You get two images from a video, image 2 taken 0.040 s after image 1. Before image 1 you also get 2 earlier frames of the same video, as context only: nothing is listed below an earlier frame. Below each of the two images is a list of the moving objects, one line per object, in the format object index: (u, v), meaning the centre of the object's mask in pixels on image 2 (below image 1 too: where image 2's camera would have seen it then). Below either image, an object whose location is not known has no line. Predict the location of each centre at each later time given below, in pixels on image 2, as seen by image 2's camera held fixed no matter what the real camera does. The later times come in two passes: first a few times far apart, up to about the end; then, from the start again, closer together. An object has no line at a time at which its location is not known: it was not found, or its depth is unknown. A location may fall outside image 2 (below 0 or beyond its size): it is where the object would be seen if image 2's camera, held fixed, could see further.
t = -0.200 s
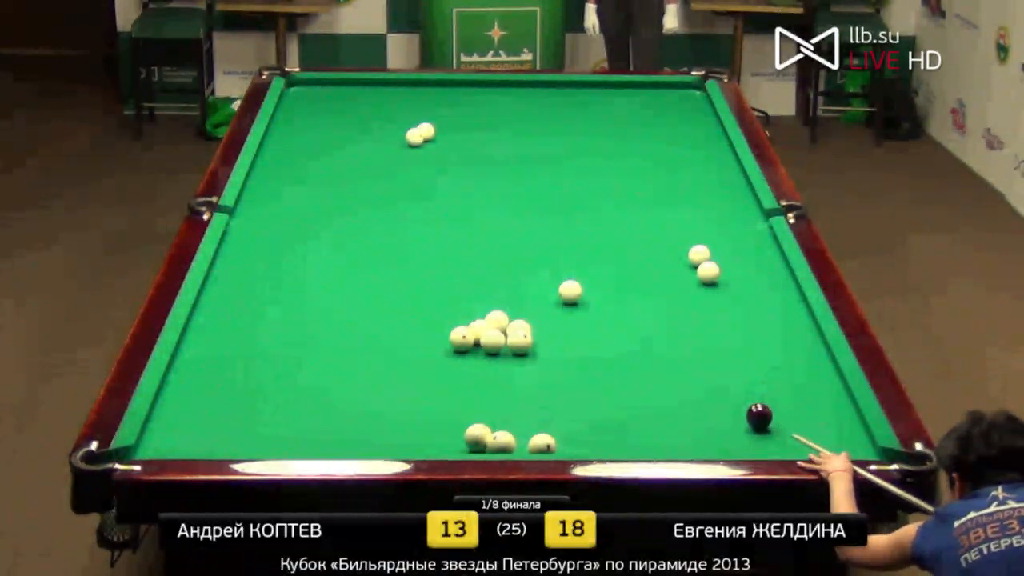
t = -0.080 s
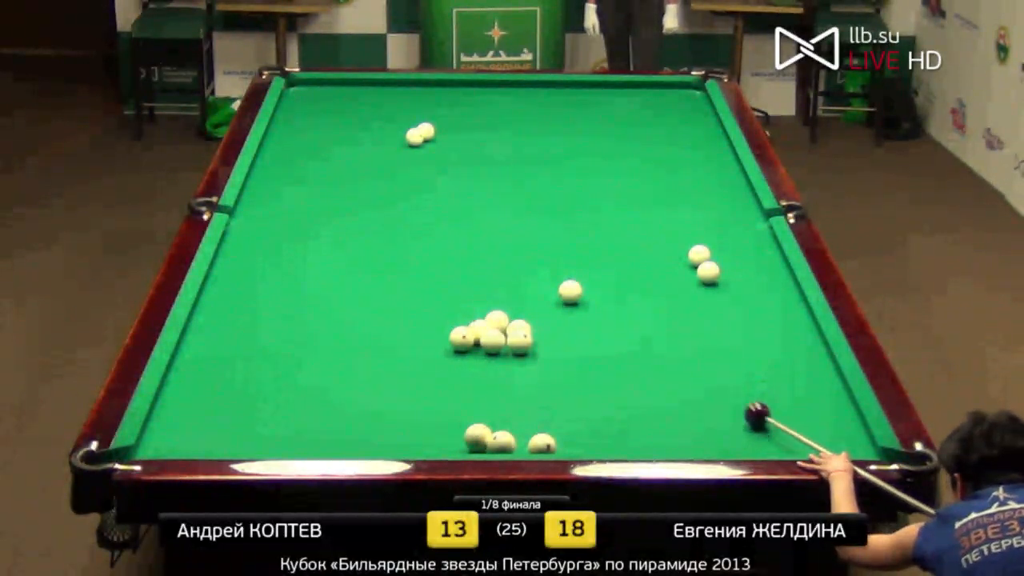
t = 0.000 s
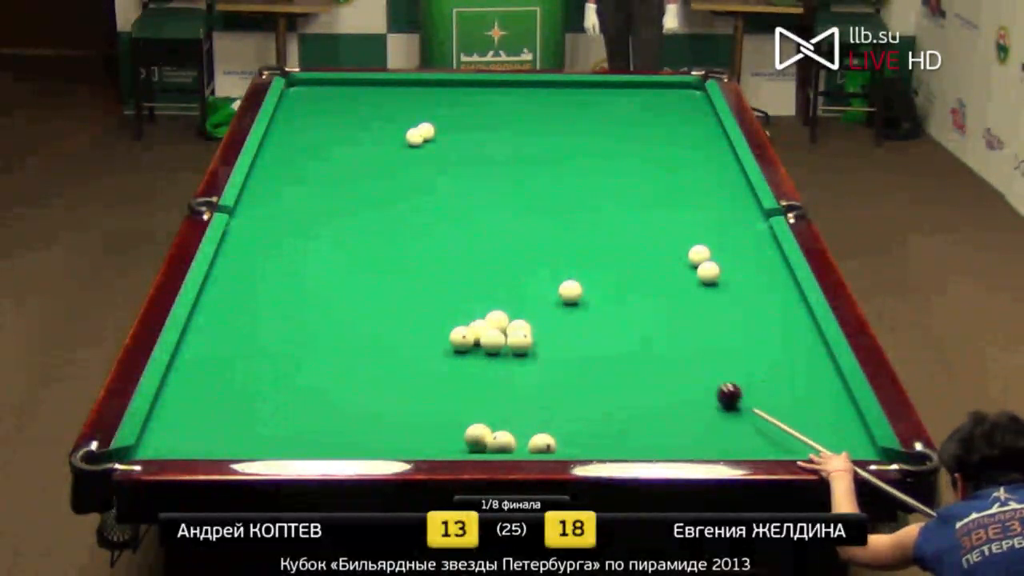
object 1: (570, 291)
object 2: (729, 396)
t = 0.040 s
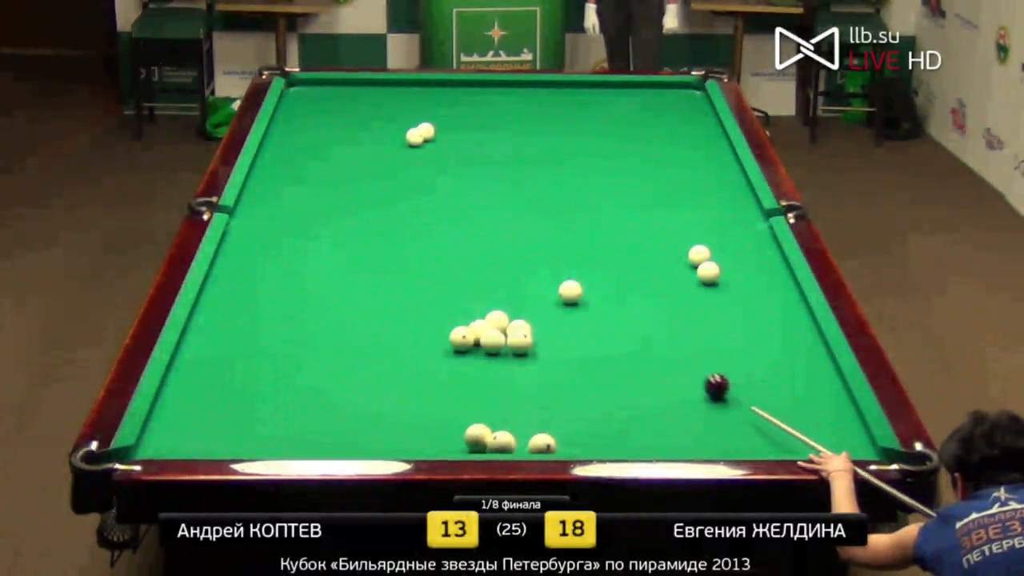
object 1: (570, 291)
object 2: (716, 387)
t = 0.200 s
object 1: (570, 291)
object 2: (674, 357)
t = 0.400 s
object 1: (570, 291)
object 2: (627, 324)
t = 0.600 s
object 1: (563, 290)
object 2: (592, 296)
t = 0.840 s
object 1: (512, 277)
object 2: (603, 277)
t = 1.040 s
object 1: (476, 268)
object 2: (608, 262)
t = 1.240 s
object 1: (442, 259)
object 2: (614, 247)
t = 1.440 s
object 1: (409, 251)
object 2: (619, 235)
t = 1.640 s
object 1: (377, 243)
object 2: (623, 222)
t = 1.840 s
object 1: (347, 235)
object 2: (628, 210)
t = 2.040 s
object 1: (318, 229)
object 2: (632, 199)
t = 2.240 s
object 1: (290, 222)
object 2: (636, 189)
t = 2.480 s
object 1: (258, 214)
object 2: (640, 178)
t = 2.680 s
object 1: (246, 210)
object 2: (643, 169)
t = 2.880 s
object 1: (263, 210)
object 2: (647, 160)
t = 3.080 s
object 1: (278, 210)
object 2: (650, 152)
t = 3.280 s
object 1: (292, 210)
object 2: (652, 145)
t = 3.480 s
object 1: (305, 211)
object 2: (655, 138)
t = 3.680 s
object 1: (318, 211)
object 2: (658, 131)
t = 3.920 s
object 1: (332, 211)
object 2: (660, 123)
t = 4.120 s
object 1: (343, 211)
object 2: (662, 117)
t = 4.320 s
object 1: (353, 212)
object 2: (664, 112)
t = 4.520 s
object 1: (363, 212)
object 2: (665, 106)
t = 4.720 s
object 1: (372, 212)
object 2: (666, 101)
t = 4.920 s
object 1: (380, 212)
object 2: (667, 97)
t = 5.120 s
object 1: (387, 212)
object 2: (668, 92)
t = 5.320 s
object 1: (393, 212)
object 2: (669, 88)
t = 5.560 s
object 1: (399, 212)
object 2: (670, 85)
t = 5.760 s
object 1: (403, 212)
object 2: (673, 87)
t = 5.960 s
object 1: (406, 212)
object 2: (675, 89)
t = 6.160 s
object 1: (408, 212)
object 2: (677, 92)
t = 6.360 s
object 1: (410, 212)
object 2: (679, 93)
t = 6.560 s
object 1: (411, 212)
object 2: (680, 95)
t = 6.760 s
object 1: (411, 212)
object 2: (681, 96)
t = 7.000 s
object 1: (411, 212)
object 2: (682, 98)
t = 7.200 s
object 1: (411, 212)
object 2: (683, 99)
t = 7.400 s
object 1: (411, 212)
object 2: (684, 100)
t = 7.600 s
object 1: (411, 212)
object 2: (684, 101)
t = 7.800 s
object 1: (411, 211)
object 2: (684, 102)
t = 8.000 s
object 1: (411, 212)
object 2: (684, 102)
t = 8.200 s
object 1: (411, 211)
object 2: (685, 102)
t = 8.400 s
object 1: (411, 211)
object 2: (685, 103)
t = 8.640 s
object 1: (411, 212)
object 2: (685, 103)
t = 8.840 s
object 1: (411, 212)
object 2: (685, 103)
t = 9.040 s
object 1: (411, 212)
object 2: (685, 103)
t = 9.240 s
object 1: (411, 212)
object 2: (685, 103)
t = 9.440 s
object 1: (411, 212)
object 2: (685, 103)
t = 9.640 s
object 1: (411, 212)
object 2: (685, 103)
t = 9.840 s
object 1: (411, 212)
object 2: (685, 103)
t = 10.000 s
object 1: (411, 212)
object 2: (685, 103)
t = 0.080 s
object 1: (570, 292)
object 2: (705, 379)
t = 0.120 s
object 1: (570, 291)
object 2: (694, 371)
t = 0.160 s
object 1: (570, 291)
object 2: (684, 364)
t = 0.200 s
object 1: (570, 291)
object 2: (674, 357)
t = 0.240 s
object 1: (570, 291)
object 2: (665, 350)
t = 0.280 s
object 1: (570, 291)
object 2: (655, 343)
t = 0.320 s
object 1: (570, 291)
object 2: (646, 337)
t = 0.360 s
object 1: (570, 291)
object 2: (637, 330)
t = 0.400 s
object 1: (570, 291)
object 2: (627, 324)
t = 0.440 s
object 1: (570, 291)
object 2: (619, 318)
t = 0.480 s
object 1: (570, 291)
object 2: (610, 312)
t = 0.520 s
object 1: (570, 291)
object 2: (602, 306)
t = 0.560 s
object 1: (570, 291)
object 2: (593, 300)
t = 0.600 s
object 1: (563, 290)
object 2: (592, 296)
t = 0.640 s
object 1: (553, 287)
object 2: (595, 293)
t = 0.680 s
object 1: (543, 285)
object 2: (598, 290)
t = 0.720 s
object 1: (535, 282)
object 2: (599, 286)
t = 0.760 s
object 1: (527, 281)
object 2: (600, 283)
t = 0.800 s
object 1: (520, 279)
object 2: (602, 280)
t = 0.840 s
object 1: (512, 277)
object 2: (603, 277)
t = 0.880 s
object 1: (505, 275)
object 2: (604, 274)
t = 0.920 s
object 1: (497, 273)
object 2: (605, 271)
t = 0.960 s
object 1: (490, 271)
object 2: (606, 268)
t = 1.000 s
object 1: (483, 270)
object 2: (607, 265)
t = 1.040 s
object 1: (476, 268)
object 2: (608, 262)
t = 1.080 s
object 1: (469, 266)
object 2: (610, 259)
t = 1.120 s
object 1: (462, 264)
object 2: (611, 256)
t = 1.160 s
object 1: (455, 263)
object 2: (612, 253)
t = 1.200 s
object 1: (448, 261)
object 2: (613, 250)
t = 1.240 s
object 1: (442, 259)
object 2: (614, 247)
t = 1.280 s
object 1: (435, 257)
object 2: (615, 245)
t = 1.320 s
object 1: (428, 256)
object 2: (616, 242)
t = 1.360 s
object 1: (421, 254)
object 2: (617, 240)
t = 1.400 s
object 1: (415, 253)
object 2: (618, 237)
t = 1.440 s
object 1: (409, 251)
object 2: (619, 235)
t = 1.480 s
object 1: (402, 250)
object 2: (620, 232)
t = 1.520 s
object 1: (396, 248)
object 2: (620, 229)
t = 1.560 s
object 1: (390, 246)
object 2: (622, 227)
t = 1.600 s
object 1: (383, 245)
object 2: (623, 225)
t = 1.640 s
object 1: (377, 243)
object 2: (623, 222)
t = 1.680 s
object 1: (371, 242)
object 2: (624, 220)
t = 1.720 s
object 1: (365, 240)
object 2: (625, 217)
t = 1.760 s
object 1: (359, 239)
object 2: (626, 215)
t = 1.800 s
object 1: (353, 237)
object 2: (627, 213)
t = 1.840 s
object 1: (347, 235)
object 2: (628, 210)
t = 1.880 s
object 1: (341, 234)
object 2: (629, 208)
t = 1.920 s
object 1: (335, 233)
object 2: (630, 206)
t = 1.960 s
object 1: (329, 231)
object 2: (630, 204)
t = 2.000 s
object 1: (323, 230)
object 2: (631, 202)
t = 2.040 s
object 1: (318, 229)
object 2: (632, 199)
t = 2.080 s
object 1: (312, 226)
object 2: (633, 198)
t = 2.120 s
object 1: (306, 226)
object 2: (634, 196)
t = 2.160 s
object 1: (301, 224)
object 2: (634, 194)
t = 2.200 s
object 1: (295, 223)
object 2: (635, 191)
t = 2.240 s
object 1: (290, 222)
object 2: (636, 189)
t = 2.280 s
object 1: (285, 220)
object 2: (637, 187)
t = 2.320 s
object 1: (279, 219)
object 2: (637, 185)
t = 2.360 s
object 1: (274, 218)
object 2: (638, 184)
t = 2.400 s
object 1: (269, 216)
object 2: (639, 182)
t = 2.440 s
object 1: (263, 215)
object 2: (640, 180)
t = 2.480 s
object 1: (258, 214)
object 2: (640, 178)
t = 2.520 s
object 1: (253, 212)
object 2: (641, 176)
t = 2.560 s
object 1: (248, 211)
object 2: (641, 174)
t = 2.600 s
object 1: (243, 210)
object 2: (642, 172)
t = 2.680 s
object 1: (246, 210)
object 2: (643, 169)
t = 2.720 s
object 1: (250, 209)
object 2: (644, 167)
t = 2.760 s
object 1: (253, 210)
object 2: (645, 165)
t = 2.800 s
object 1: (257, 210)
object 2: (646, 164)
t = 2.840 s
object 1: (260, 210)
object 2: (646, 162)
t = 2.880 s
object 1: (263, 210)
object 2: (647, 160)
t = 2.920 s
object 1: (266, 210)
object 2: (647, 159)
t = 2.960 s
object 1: (269, 210)
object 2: (648, 157)
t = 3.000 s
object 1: (272, 210)
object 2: (649, 156)
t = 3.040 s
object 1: (275, 210)
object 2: (649, 154)
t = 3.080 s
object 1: (278, 210)
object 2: (650, 152)
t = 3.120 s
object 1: (281, 210)
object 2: (650, 151)
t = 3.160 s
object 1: (283, 210)
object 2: (651, 149)
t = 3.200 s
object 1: (286, 210)
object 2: (652, 148)
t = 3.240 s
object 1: (289, 210)
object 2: (652, 146)
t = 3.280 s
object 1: (292, 210)
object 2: (652, 145)
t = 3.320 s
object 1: (295, 211)
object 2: (653, 143)
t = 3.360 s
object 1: (298, 211)
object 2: (654, 142)
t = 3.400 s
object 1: (300, 211)
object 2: (654, 141)
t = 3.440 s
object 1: (303, 211)
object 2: (655, 139)
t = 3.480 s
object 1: (305, 211)
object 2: (655, 138)
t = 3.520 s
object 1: (308, 211)
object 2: (656, 136)
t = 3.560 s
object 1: (311, 211)
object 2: (656, 135)
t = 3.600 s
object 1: (313, 211)
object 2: (657, 134)
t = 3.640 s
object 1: (316, 211)
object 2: (657, 132)
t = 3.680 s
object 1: (318, 211)
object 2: (658, 131)
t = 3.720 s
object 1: (321, 211)
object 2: (658, 130)
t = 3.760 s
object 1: (323, 211)
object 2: (659, 128)
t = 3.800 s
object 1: (325, 211)
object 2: (659, 127)
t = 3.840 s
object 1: (328, 211)
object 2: (659, 126)
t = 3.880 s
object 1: (330, 211)
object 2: (660, 125)
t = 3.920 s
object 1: (332, 211)
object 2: (660, 123)
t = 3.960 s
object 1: (334, 211)
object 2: (661, 122)
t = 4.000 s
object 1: (337, 211)
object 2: (661, 121)
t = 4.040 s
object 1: (339, 211)
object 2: (661, 120)
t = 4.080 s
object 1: (341, 211)
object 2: (662, 119)
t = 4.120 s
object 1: (343, 211)
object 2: (662, 117)
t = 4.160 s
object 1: (345, 212)
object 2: (662, 116)
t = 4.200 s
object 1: (347, 211)
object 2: (663, 115)
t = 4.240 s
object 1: (349, 212)
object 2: (663, 114)
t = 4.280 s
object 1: (351, 212)
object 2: (663, 113)
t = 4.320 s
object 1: (353, 212)
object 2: (664, 112)
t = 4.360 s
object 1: (356, 212)
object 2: (664, 111)
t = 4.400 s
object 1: (358, 212)
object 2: (664, 110)
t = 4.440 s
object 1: (360, 212)
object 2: (664, 109)
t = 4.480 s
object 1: (361, 212)
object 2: (665, 107)
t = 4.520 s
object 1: (363, 212)
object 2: (665, 106)
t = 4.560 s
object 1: (365, 211)
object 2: (665, 105)
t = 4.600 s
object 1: (367, 212)
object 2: (666, 104)
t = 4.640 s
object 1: (369, 211)
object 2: (666, 103)
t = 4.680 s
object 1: (370, 212)
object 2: (666, 102)
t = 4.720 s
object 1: (372, 212)
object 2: (666, 101)
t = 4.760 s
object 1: (373, 212)
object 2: (667, 100)
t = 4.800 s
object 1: (375, 212)
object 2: (667, 99)
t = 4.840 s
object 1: (377, 212)
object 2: (667, 98)
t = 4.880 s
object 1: (378, 212)
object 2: (667, 97)
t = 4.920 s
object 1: (380, 212)
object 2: (667, 97)
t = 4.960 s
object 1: (381, 212)
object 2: (667, 96)
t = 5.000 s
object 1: (383, 212)
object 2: (668, 95)
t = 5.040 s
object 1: (384, 211)
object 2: (668, 94)
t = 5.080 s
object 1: (385, 212)
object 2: (668, 93)
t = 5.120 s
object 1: (387, 212)
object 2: (668, 92)
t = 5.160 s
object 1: (388, 212)
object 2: (668, 91)
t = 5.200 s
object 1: (389, 212)
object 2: (668, 91)
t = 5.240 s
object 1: (390, 212)
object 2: (669, 90)
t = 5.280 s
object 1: (391, 212)
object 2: (669, 89)
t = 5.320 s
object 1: (393, 212)
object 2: (669, 88)
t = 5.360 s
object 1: (394, 212)
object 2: (669, 87)
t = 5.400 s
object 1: (395, 212)
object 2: (669, 86)
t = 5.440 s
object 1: (396, 212)
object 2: (669, 85)
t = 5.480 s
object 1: (397, 212)
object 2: (670, 84)
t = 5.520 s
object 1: (398, 212)
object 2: (670, 85)
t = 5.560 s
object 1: (399, 212)
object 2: (670, 85)
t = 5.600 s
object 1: (399, 212)
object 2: (671, 85)
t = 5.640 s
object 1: (400, 212)
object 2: (671, 86)
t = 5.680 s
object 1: (401, 212)
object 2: (672, 87)
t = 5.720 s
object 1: (402, 212)
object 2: (673, 87)
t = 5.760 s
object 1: (403, 212)
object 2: (673, 87)
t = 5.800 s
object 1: (404, 212)
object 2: (673, 88)
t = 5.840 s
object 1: (404, 212)
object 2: (674, 88)
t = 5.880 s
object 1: (405, 212)
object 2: (674, 88)
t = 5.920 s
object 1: (405, 212)
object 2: (675, 89)
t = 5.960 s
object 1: (406, 212)
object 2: (675, 89)
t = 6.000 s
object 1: (407, 212)
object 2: (675, 90)
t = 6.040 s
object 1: (407, 212)
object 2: (676, 90)
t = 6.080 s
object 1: (408, 212)
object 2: (676, 90)
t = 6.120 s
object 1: (408, 212)
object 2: (677, 91)
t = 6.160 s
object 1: (408, 212)
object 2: (677, 92)
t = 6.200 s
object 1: (409, 212)
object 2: (677, 92)
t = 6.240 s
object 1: (409, 212)
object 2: (677, 92)
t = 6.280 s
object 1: (410, 212)
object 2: (678, 92)
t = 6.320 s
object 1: (410, 212)
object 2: (678, 93)
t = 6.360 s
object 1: (410, 212)
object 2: (679, 93)
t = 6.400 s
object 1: (410, 212)
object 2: (679, 94)
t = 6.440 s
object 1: (411, 212)
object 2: (679, 94)
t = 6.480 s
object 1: (411, 212)
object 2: (680, 94)
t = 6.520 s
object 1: (411, 212)
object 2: (680, 95)
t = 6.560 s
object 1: (411, 212)
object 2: (680, 95)
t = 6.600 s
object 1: (411, 212)
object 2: (680, 95)
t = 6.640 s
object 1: (411, 212)
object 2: (680, 95)
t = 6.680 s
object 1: (411, 212)
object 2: (681, 95)
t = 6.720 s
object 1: (411, 212)
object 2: (681, 96)
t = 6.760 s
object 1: (411, 212)
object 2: (681, 96)
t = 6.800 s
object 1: (411, 212)
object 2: (681, 97)
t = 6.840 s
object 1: (411, 212)
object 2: (681, 97)
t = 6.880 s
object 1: (411, 212)
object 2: (682, 97)
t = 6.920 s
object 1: (411, 211)
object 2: (682, 97)
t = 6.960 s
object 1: (411, 211)
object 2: (682, 98)
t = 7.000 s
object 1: (411, 212)
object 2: (682, 98)
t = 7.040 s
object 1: (411, 211)
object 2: (682, 98)
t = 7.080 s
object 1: (411, 211)
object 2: (682, 99)
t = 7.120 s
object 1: (411, 211)
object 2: (683, 99)
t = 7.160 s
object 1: (411, 212)
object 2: (683, 99)
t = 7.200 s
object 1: (411, 212)
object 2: (683, 99)
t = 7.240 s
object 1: (411, 212)
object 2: (683, 99)
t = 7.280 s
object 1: (411, 212)
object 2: (683, 100)
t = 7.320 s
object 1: (411, 212)
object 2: (684, 100)
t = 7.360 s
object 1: (411, 212)
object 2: (683, 100)
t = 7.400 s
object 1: (411, 212)
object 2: (684, 100)
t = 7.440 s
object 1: (411, 212)
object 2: (684, 100)
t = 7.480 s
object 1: (411, 212)
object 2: (684, 101)
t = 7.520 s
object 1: (411, 212)
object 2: (684, 101)
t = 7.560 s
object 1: (411, 212)
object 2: (684, 100)
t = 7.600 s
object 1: (411, 212)
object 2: (684, 101)
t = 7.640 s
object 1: (411, 212)
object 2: (684, 101)
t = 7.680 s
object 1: (411, 212)
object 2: (684, 101)
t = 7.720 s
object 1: (411, 211)
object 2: (684, 101)
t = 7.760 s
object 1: (411, 212)
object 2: (684, 101)
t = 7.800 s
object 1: (411, 211)
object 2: (684, 102)
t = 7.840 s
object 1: (411, 212)
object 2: (684, 102)
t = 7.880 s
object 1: (411, 212)
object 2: (684, 102)
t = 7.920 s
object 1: (411, 212)
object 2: (684, 102)
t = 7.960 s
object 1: (411, 211)
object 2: (684, 102)
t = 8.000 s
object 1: (411, 212)
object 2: (684, 102)
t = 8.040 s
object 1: (411, 212)
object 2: (685, 102)
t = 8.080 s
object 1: (411, 212)
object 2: (684, 102)
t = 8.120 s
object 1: (411, 212)
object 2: (685, 102)
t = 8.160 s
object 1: (411, 212)
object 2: (684, 103)
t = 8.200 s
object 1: (411, 211)
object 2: (685, 102)
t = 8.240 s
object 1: (411, 212)
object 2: (685, 102)
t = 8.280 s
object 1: (411, 212)
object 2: (685, 103)
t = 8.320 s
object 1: (411, 212)
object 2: (685, 103)
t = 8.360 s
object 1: (411, 211)
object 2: (685, 102)
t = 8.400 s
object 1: (411, 211)
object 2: (685, 103)
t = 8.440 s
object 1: (411, 212)
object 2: (685, 103)
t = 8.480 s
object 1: (411, 212)
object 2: (685, 103)
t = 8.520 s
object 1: (411, 212)
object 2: (685, 103)
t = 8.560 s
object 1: (411, 212)
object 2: (685, 103)
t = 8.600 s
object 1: (411, 212)
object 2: (685, 103)
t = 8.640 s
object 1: (411, 212)
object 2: (685, 103)
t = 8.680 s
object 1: (411, 212)
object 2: (685, 103)
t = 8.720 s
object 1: (411, 212)
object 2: (685, 103)
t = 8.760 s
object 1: (411, 212)
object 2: (685, 103)
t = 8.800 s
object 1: (411, 212)
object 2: (685, 103)
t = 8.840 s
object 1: (411, 212)
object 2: (685, 103)
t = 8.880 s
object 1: (411, 212)
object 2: (685, 103)
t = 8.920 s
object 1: (411, 212)
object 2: (685, 103)
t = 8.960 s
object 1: (411, 212)
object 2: (685, 103)
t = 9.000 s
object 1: (411, 212)
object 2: (685, 103)
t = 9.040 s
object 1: (411, 212)
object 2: (685, 103)
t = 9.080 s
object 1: (411, 212)
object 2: (685, 103)
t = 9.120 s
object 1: (411, 212)
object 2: (685, 103)
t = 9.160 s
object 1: (411, 212)
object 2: (685, 103)
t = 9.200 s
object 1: (411, 212)
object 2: (685, 103)
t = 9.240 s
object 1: (411, 212)
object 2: (685, 103)
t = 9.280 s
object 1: (411, 212)
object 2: (685, 103)
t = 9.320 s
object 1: (411, 212)
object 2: (685, 103)
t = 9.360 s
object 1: (411, 212)
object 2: (685, 103)
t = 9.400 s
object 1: (411, 212)
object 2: (685, 103)
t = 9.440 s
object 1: (411, 212)
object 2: (685, 103)
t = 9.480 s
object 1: (411, 212)
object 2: (685, 103)
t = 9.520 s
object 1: (411, 212)
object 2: (685, 103)
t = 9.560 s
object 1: (411, 212)
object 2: (685, 103)
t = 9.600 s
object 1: (411, 212)
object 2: (685, 103)
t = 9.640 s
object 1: (411, 212)
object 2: (685, 103)
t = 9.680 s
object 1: (411, 212)
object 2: (685, 103)
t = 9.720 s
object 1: (411, 212)
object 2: (685, 103)
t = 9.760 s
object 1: (411, 212)
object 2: (685, 103)
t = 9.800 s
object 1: (411, 212)
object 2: (685, 103)
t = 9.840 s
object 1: (411, 212)
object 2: (685, 103)
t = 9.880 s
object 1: (411, 212)
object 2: (685, 103)
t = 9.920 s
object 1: (411, 212)
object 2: (685, 103)
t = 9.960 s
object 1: (411, 212)
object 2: (685, 103)
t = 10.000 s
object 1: (411, 212)
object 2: (685, 103)
